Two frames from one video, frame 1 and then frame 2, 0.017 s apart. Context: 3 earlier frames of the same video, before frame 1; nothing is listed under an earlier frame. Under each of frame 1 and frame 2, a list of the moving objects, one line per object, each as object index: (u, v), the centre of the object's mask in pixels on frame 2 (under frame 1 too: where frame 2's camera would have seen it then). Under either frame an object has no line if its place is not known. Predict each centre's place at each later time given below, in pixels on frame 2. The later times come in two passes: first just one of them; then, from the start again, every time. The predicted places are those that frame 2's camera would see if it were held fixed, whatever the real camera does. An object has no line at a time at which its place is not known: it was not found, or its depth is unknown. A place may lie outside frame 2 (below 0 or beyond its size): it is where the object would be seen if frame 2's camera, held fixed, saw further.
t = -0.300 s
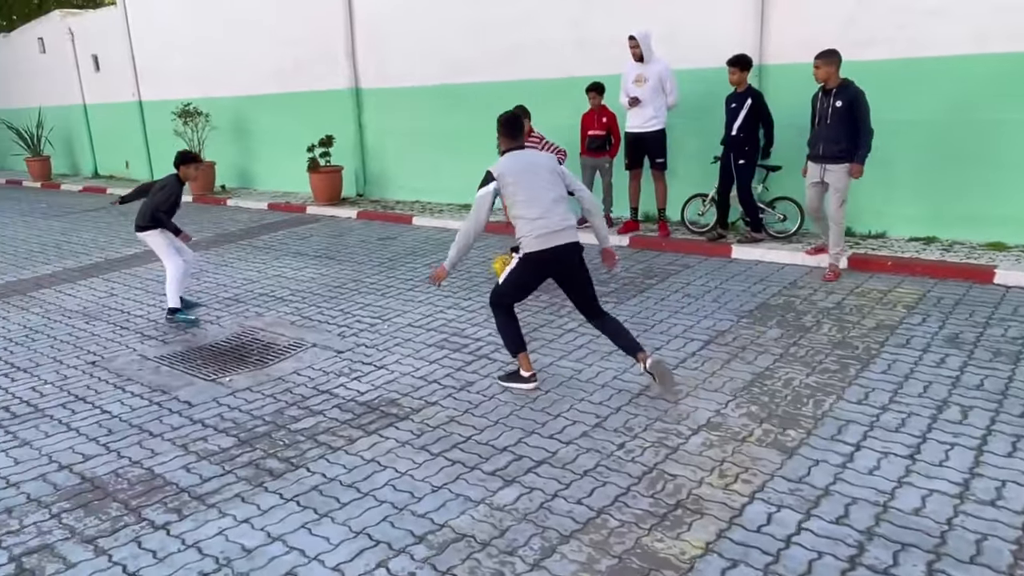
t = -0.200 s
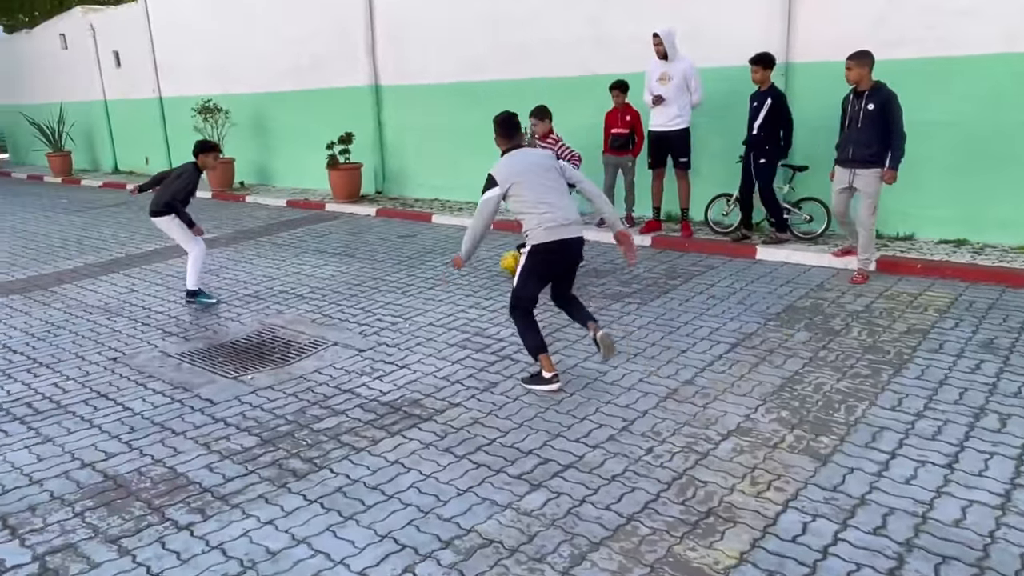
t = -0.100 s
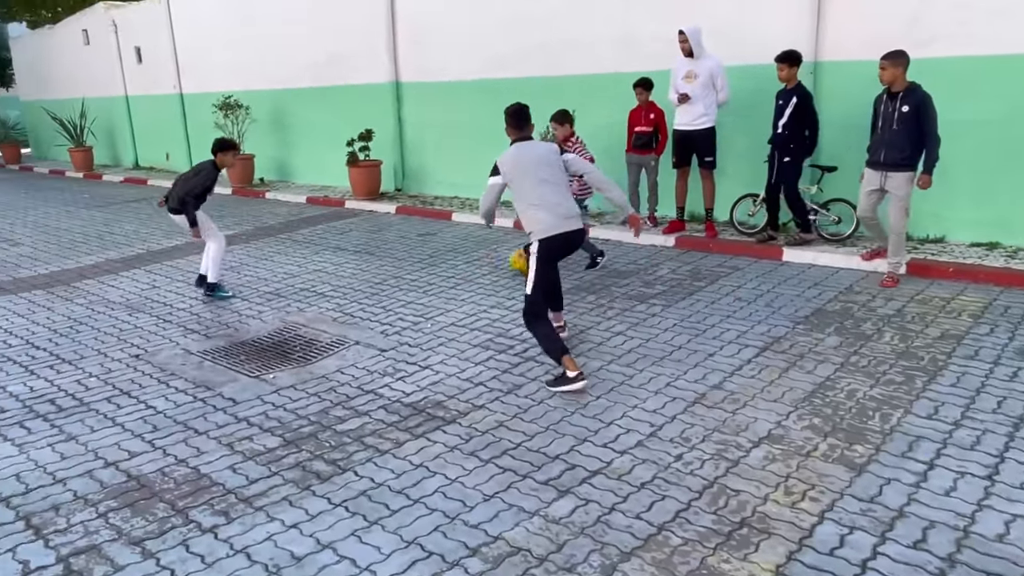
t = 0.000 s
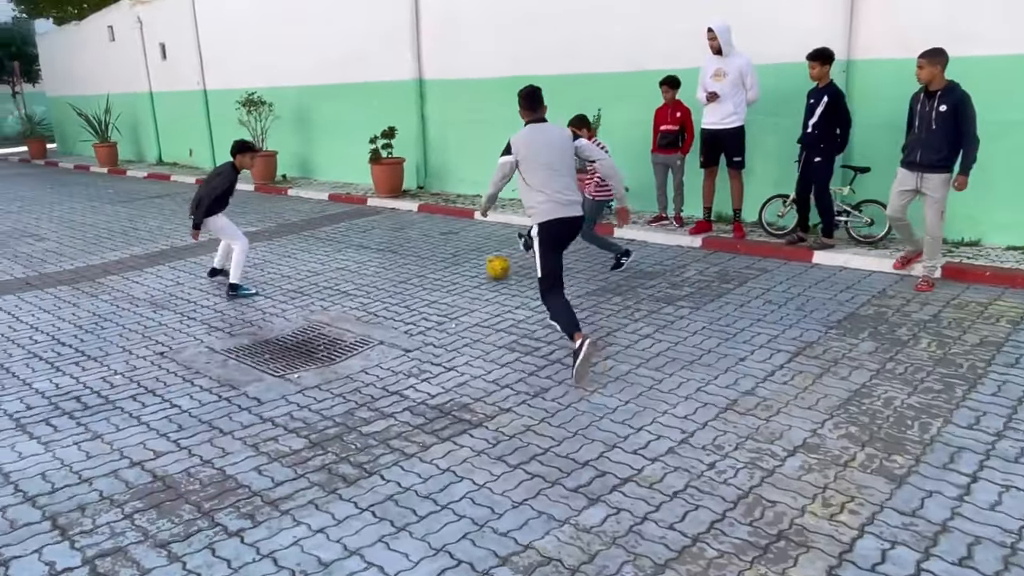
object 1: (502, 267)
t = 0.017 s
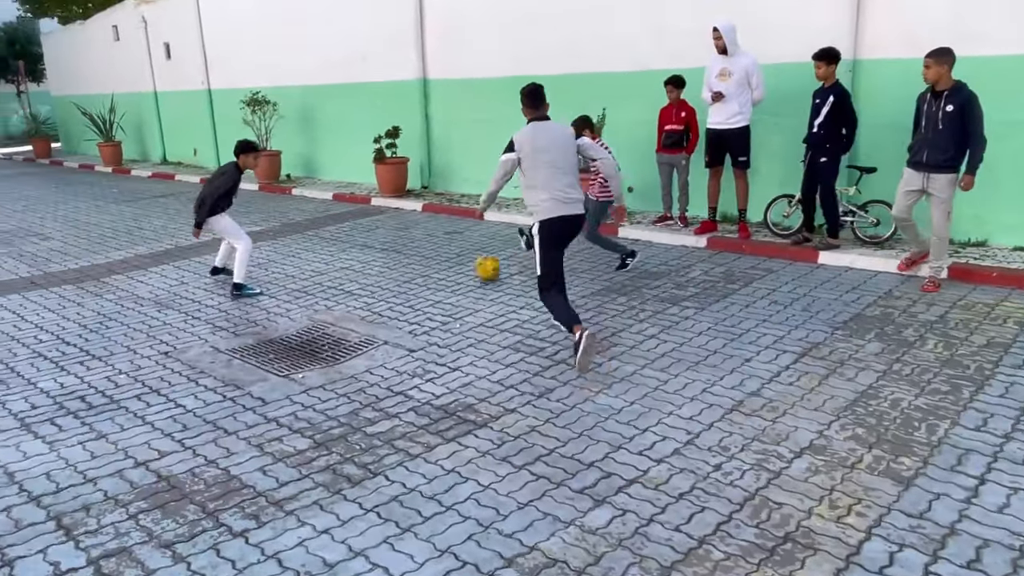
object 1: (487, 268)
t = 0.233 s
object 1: (311, 294)
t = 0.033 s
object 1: (473, 271)
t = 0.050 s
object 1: (459, 272)
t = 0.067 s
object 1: (446, 274)
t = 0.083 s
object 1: (432, 276)
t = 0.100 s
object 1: (418, 278)
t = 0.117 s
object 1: (405, 279)
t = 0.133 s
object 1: (391, 281)
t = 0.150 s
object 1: (378, 283)
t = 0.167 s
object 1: (365, 286)
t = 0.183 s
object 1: (351, 289)
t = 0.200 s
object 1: (338, 290)
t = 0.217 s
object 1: (325, 292)
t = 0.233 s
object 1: (311, 294)
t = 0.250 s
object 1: (299, 295)
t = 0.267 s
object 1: (286, 296)
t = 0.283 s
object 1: (274, 299)
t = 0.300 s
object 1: (261, 301)
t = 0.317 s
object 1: (248, 303)
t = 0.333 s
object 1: (236, 304)
